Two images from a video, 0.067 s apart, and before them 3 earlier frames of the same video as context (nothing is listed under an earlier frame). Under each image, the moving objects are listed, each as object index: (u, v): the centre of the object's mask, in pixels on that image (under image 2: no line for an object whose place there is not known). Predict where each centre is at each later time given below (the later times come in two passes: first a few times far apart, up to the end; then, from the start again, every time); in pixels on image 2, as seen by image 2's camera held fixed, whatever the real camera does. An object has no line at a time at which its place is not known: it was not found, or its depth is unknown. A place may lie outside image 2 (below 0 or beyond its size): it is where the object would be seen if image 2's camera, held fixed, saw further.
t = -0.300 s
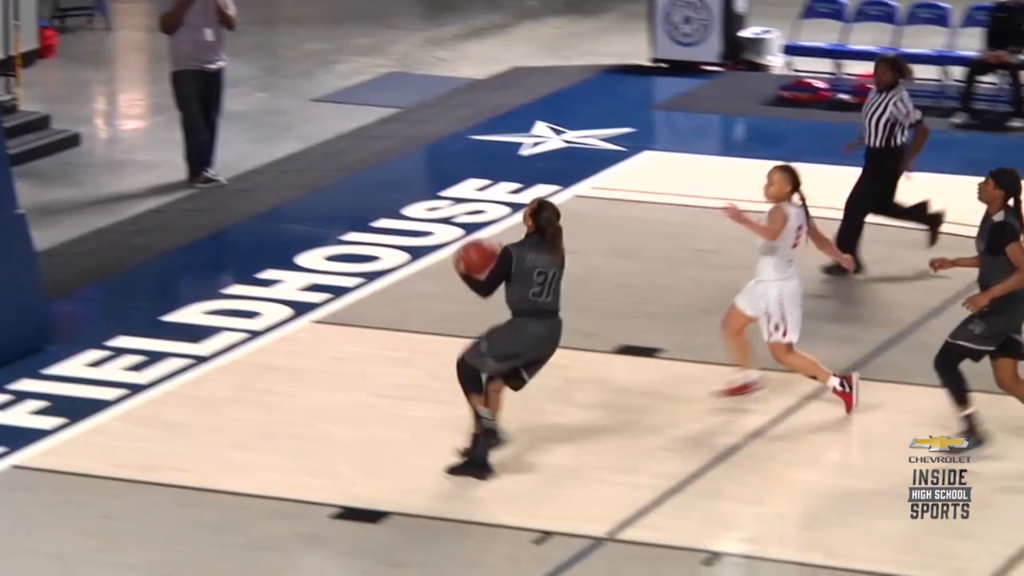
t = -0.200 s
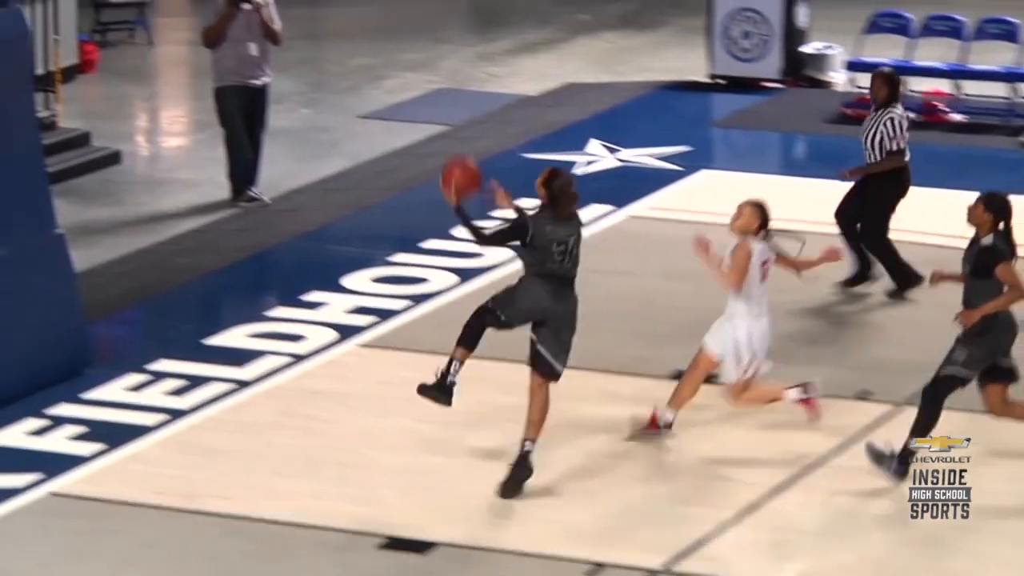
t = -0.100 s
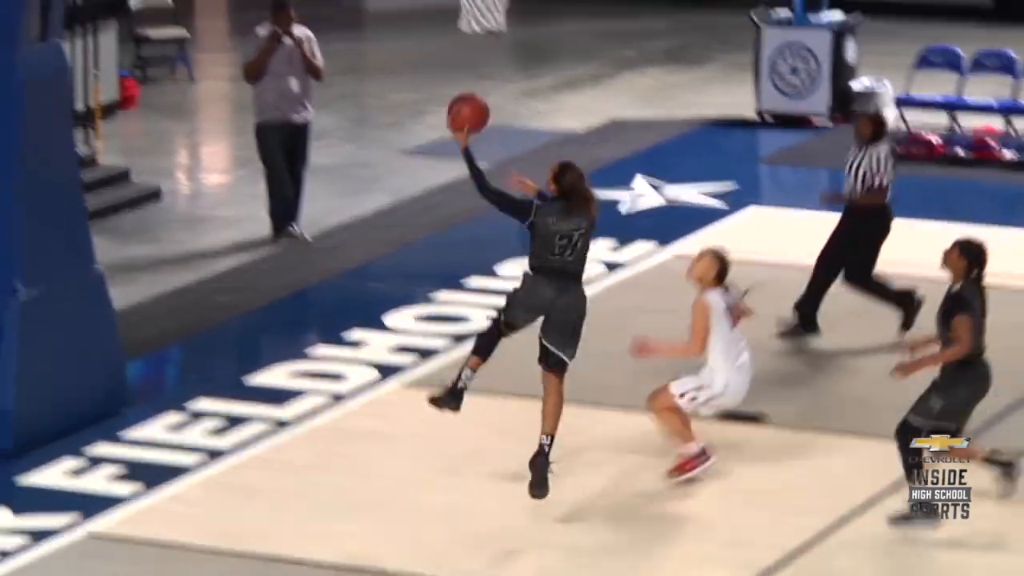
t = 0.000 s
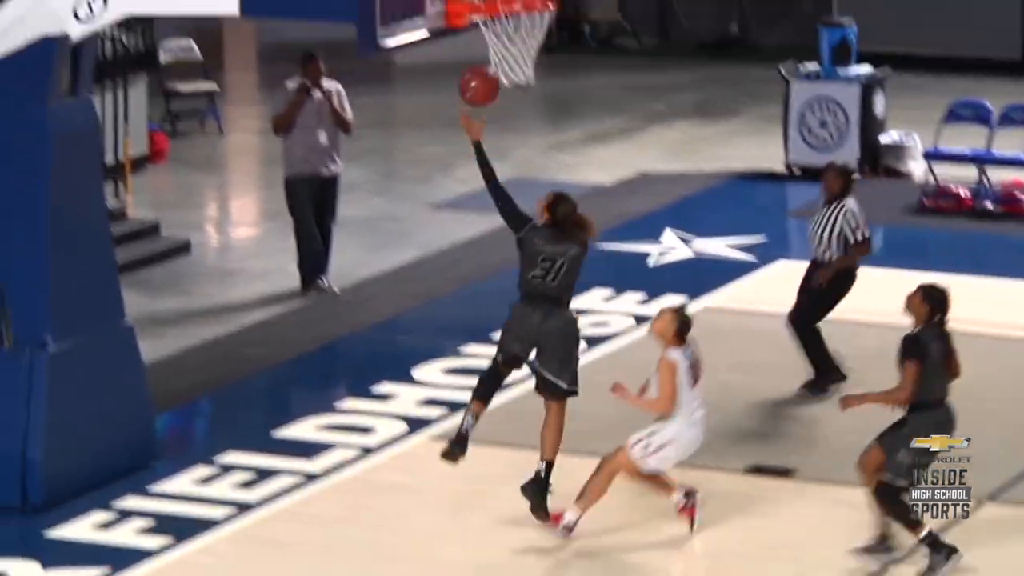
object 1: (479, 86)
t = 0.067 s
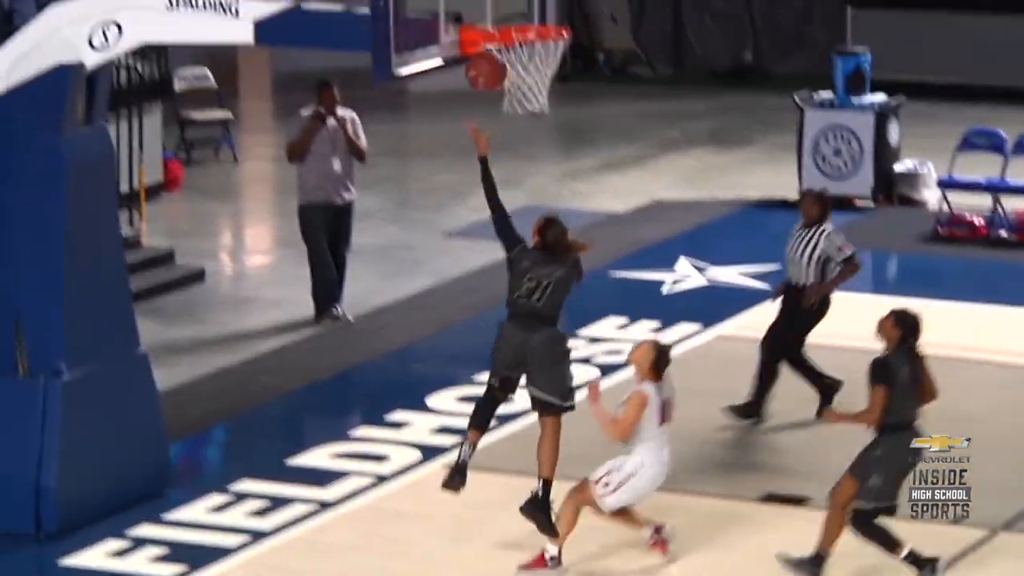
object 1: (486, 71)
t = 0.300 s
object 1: (472, -13)
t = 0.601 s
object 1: (546, 31)
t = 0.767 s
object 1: (543, 116)
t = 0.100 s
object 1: (483, 52)
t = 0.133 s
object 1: (478, 37)
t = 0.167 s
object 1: (475, 23)
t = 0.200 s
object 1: (471, 9)
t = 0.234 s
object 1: (466, -1)
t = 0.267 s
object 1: (465, -9)
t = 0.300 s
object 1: (472, -13)
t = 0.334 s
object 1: (480, -15)
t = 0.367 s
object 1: (488, -16)
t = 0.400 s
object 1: (495, -15)
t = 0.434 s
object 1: (504, -11)
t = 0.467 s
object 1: (512, -5)
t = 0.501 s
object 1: (520, 3)
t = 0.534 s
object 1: (529, 12)
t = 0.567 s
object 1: (537, 20)
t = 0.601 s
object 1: (546, 31)
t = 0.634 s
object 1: (548, 55)
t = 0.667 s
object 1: (547, 63)
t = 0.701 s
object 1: (548, 82)
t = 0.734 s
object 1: (547, 108)
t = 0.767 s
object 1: (543, 116)
